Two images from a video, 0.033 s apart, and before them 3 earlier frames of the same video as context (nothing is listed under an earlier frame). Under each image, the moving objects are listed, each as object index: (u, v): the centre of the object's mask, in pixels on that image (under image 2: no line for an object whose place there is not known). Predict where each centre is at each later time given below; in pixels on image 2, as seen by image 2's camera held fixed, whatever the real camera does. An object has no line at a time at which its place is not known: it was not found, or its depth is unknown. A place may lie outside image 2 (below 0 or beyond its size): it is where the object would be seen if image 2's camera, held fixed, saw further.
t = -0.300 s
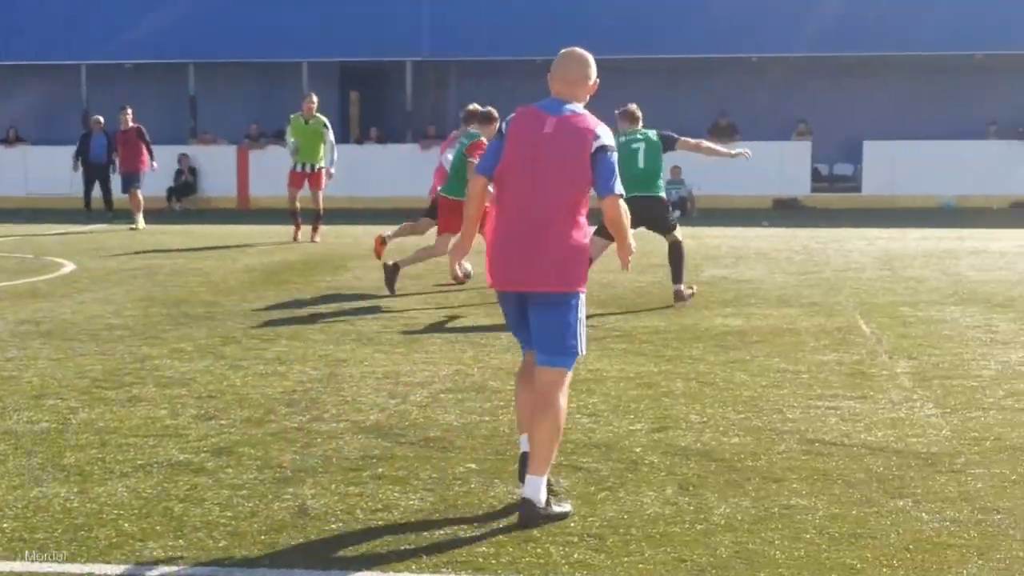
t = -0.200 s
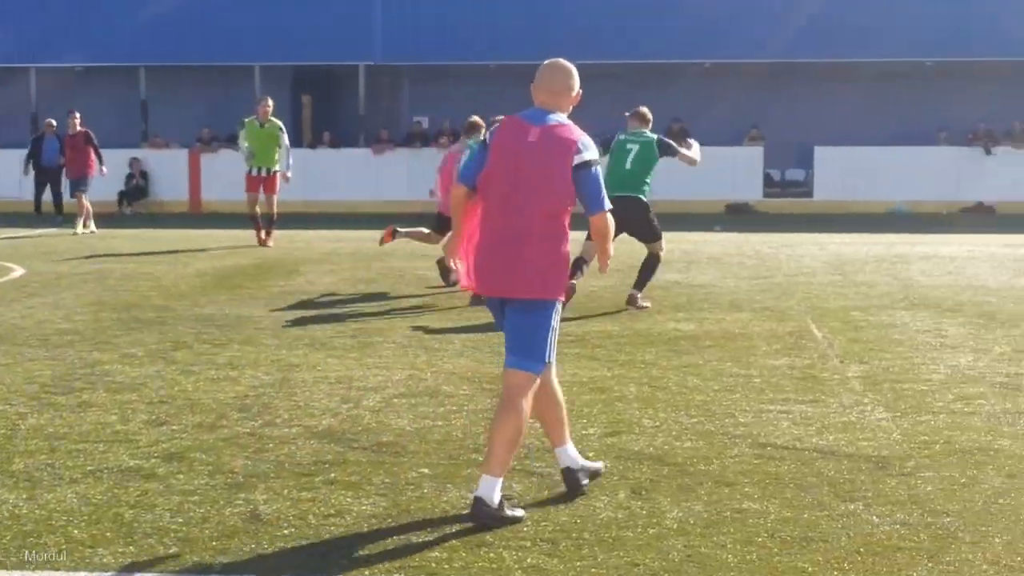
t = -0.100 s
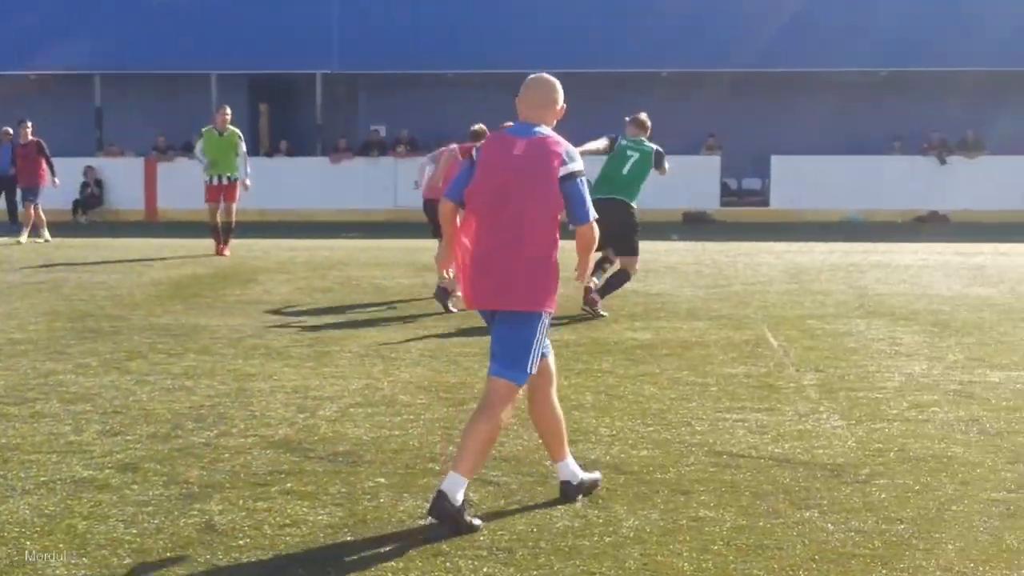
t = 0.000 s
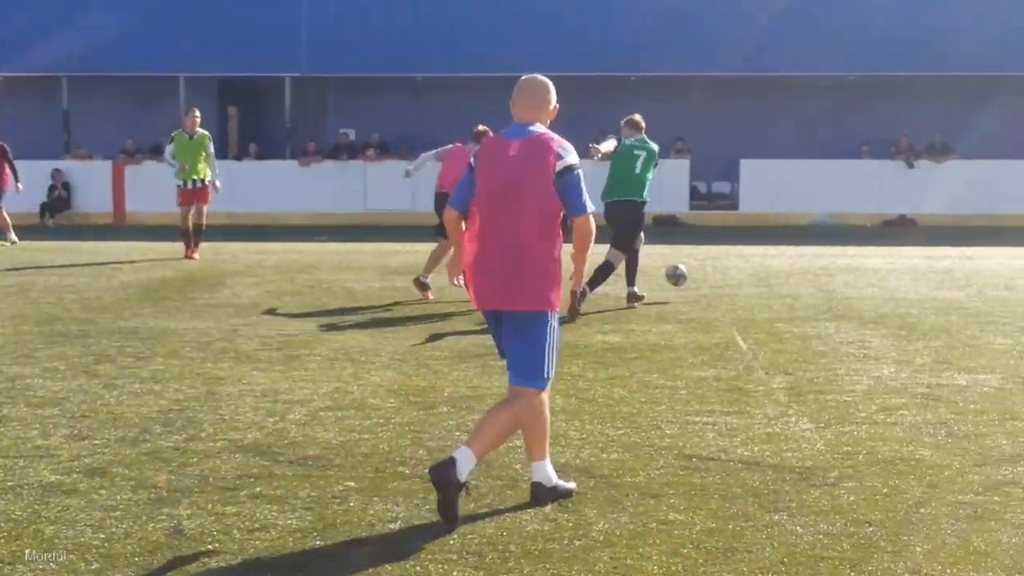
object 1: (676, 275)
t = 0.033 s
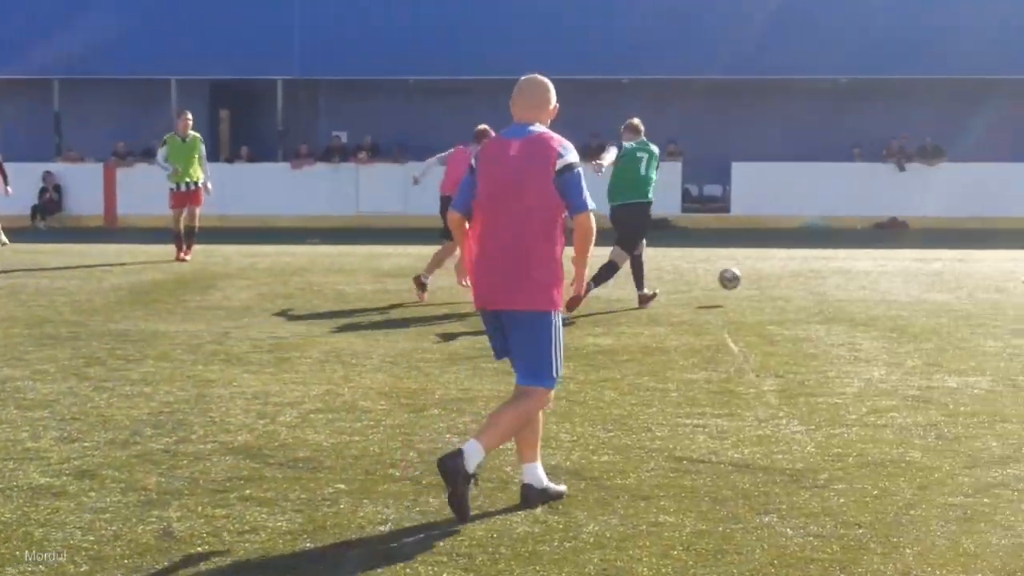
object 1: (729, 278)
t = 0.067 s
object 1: (789, 280)
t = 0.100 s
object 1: (851, 283)
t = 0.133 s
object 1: (913, 288)
